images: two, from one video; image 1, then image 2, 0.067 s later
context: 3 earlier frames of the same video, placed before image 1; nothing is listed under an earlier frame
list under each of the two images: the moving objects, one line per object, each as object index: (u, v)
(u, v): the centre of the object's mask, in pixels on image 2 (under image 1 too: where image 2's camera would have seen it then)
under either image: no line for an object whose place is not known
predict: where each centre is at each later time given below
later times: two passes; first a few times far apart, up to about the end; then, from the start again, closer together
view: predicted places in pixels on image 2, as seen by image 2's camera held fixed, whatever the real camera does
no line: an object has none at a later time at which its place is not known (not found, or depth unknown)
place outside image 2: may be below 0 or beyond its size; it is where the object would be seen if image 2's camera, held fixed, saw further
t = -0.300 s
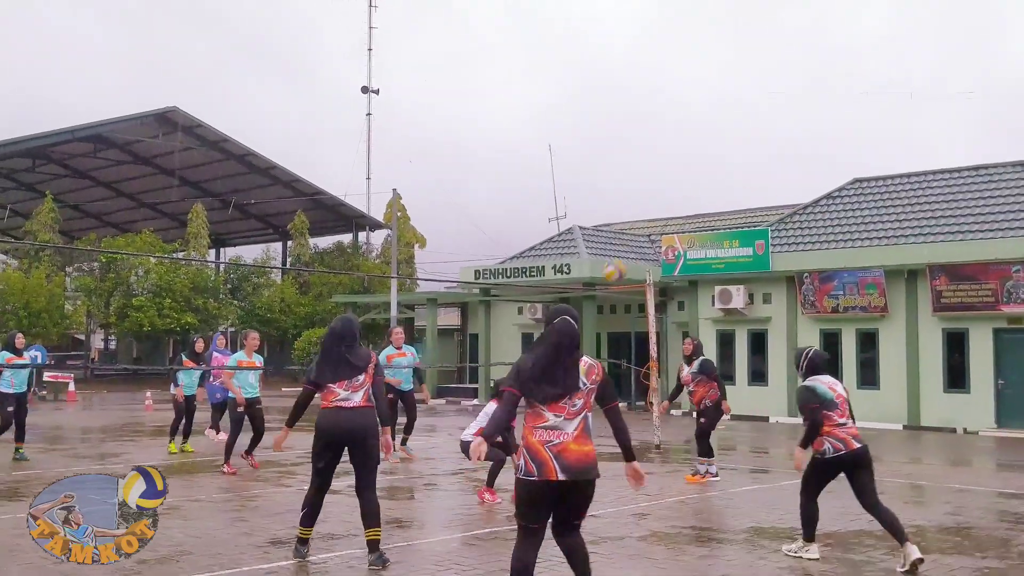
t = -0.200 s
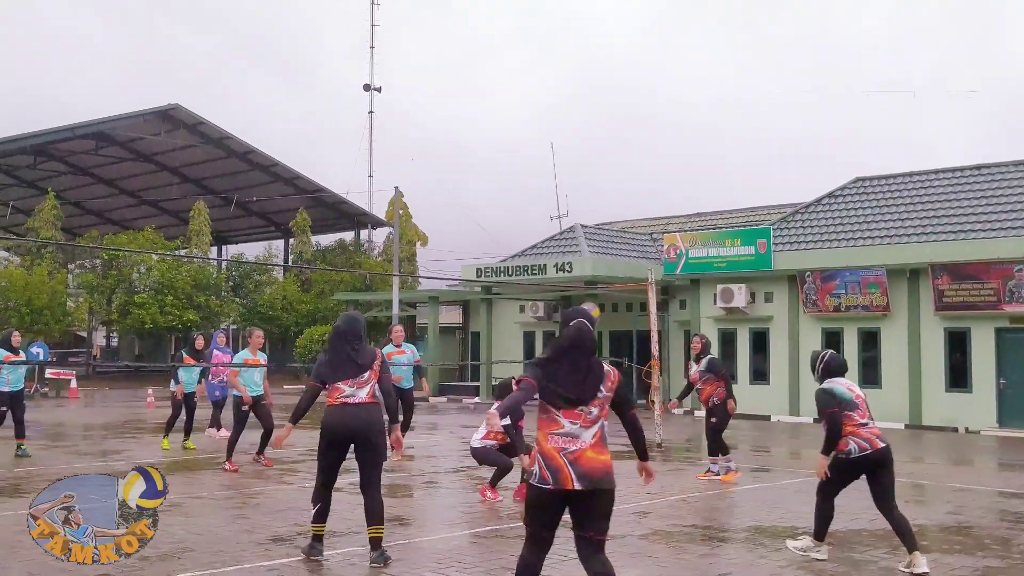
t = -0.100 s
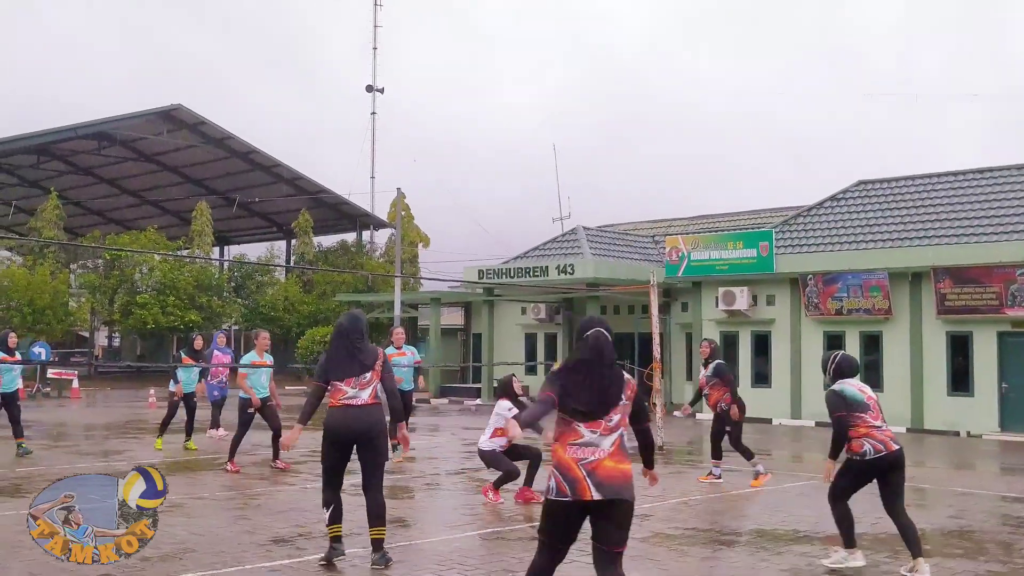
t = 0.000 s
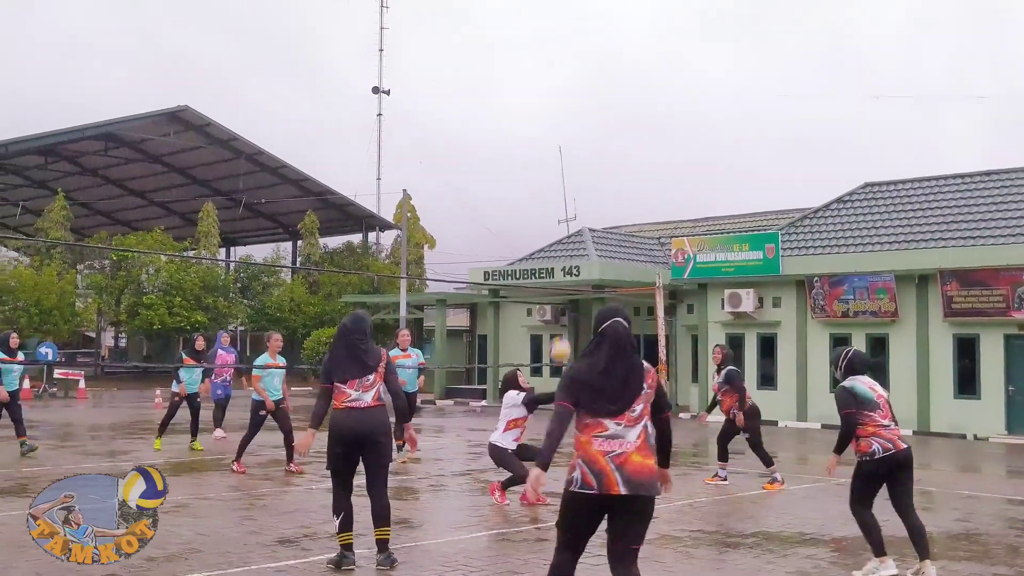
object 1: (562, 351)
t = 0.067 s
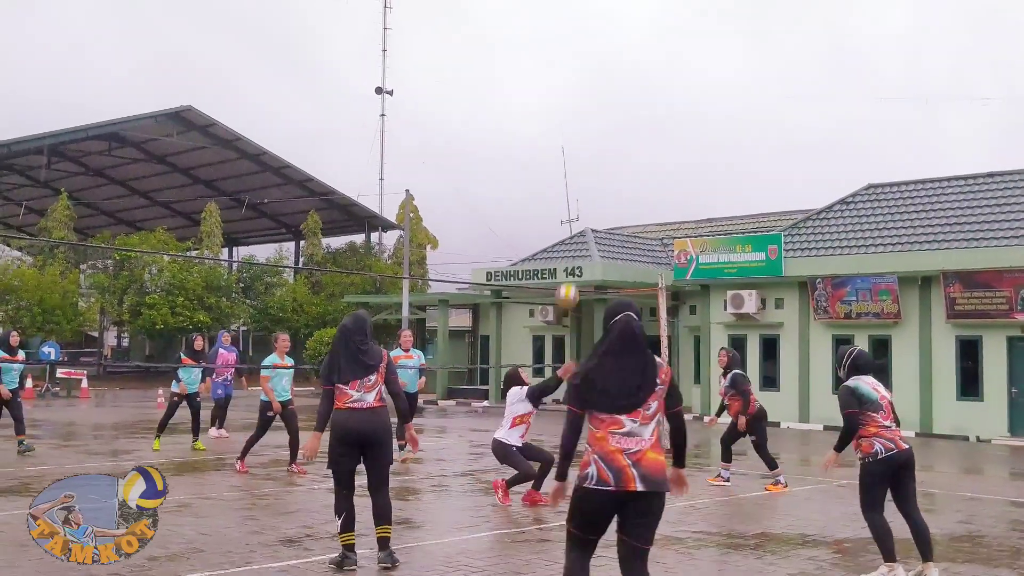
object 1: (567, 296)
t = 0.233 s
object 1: (579, 186)
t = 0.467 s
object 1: (595, 84)
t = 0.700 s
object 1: (608, 39)
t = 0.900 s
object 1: (618, 44)
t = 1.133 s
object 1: (629, 93)
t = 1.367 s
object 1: (637, 188)
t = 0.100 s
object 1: (569, 270)
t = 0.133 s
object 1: (571, 247)
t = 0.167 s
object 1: (574, 226)
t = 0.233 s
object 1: (579, 186)
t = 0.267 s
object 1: (582, 167)
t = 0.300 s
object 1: (584, 150)
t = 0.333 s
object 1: (586, 134)
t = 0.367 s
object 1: (588, 120)
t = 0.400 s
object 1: (591, 107)
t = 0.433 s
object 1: (593, 95)
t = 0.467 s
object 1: (595, 84)
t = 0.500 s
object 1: (597, 74)
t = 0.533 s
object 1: (599, 66)
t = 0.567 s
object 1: (601, 58)
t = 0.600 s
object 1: (603, 52)
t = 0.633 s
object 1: (604, 46)
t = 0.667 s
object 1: (606, 42)
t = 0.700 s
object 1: (608, 39)
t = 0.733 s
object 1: (610, 38)
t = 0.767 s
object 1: (611, 37)
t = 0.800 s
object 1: (613, 37)
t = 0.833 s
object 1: (615, 39)
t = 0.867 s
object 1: (616, 41)
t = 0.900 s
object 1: (618, 44)
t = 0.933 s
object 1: (620, 48)
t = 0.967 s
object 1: (621, 53)
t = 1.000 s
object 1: (623, 59)
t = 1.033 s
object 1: (624, 66)
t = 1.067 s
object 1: (626, 74)
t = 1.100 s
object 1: (627, 83)
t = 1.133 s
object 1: (629, 93)
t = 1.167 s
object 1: (630, 104)
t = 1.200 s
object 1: (631, 116)
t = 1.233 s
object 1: (633, 129)
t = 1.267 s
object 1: (635, 142)
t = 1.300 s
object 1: (636, 157)
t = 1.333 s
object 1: (636, 173)
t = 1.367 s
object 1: (637, 188)
